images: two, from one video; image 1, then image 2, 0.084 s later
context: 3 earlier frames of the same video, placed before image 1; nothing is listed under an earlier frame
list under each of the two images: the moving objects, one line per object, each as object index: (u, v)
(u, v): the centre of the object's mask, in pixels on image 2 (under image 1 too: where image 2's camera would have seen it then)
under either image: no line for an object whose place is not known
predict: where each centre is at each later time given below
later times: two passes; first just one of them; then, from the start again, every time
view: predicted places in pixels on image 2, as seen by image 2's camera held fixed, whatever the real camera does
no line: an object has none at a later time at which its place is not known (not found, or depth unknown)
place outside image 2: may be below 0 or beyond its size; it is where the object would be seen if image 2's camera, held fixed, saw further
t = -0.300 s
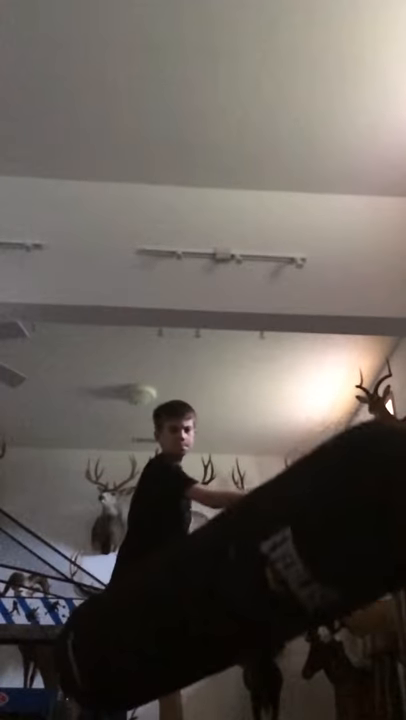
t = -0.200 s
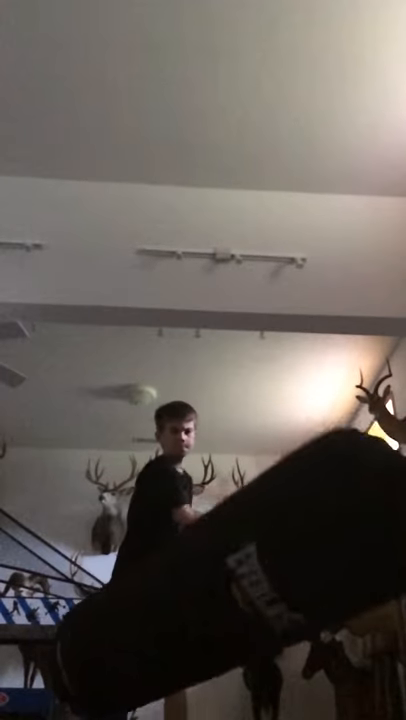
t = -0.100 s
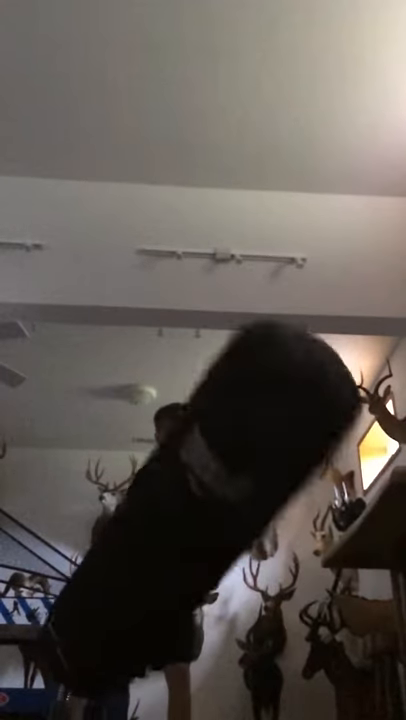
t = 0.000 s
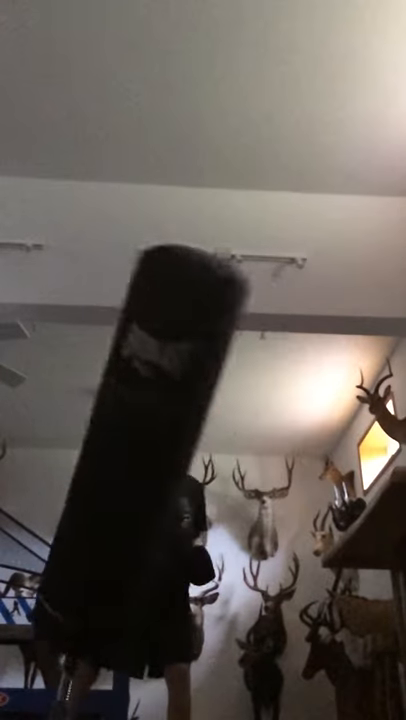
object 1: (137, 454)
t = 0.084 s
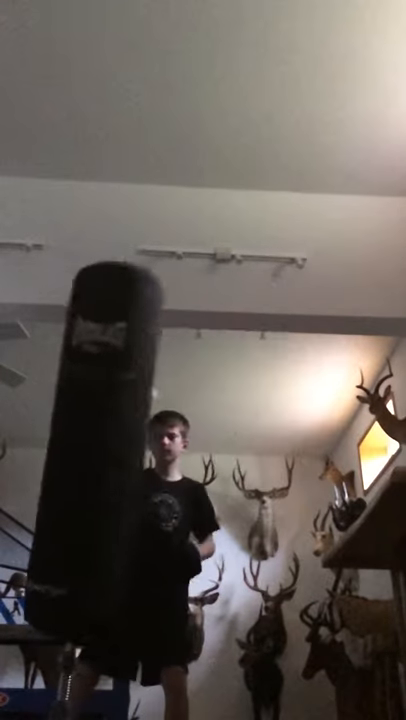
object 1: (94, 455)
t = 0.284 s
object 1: (40, 570)
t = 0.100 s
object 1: (89, 466)
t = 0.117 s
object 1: (80, 469)
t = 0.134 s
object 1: (73, 476)
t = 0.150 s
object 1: (68, 485)
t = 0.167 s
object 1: (63, 496)
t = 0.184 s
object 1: (57, 504)
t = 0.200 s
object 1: (53, 514)
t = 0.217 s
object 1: (48, 525)
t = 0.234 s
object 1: (45, 536)
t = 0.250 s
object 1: (43, 548)
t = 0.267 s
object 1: (42, 560)
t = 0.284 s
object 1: (40, 570)
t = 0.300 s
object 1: (40, 580)
